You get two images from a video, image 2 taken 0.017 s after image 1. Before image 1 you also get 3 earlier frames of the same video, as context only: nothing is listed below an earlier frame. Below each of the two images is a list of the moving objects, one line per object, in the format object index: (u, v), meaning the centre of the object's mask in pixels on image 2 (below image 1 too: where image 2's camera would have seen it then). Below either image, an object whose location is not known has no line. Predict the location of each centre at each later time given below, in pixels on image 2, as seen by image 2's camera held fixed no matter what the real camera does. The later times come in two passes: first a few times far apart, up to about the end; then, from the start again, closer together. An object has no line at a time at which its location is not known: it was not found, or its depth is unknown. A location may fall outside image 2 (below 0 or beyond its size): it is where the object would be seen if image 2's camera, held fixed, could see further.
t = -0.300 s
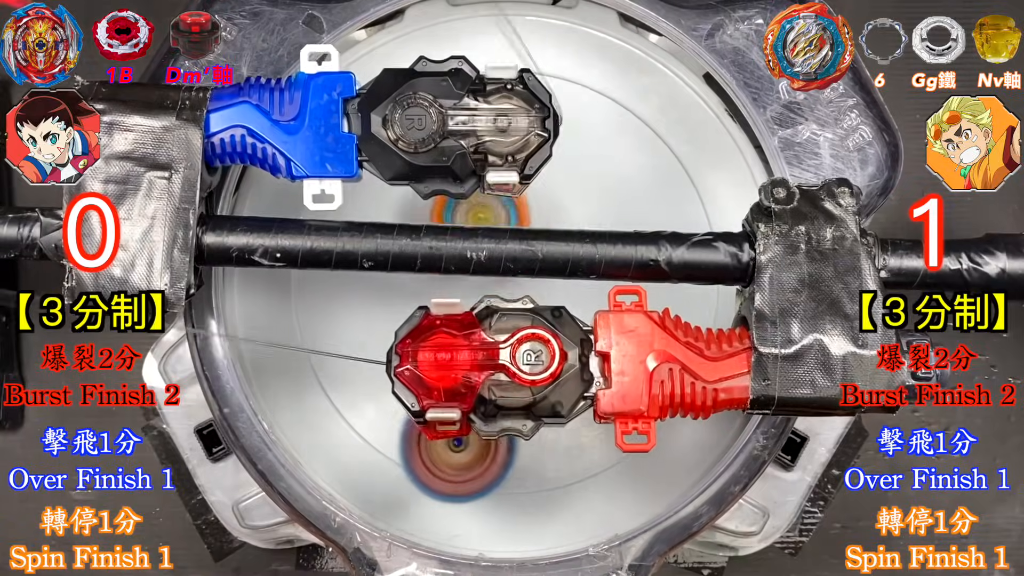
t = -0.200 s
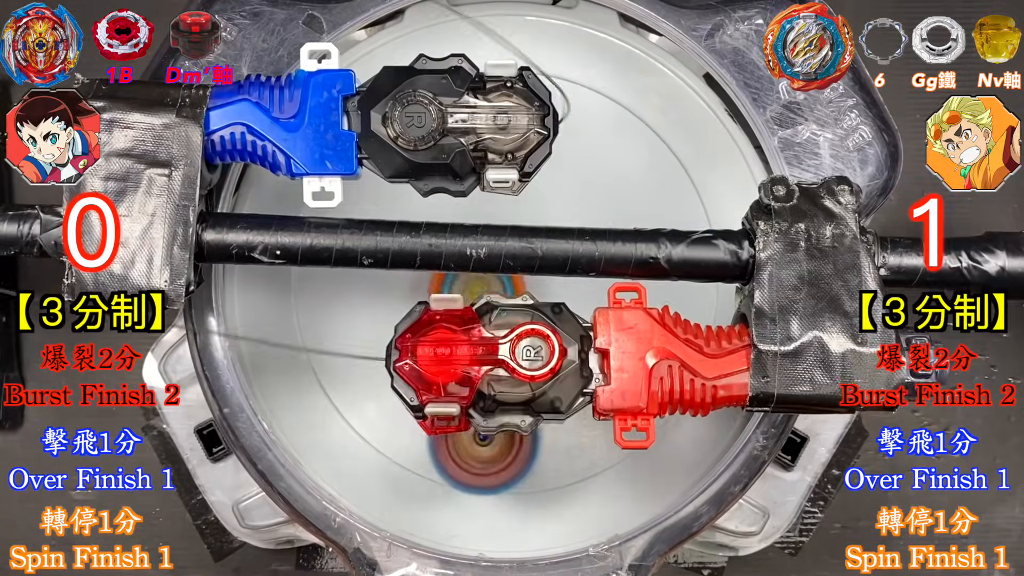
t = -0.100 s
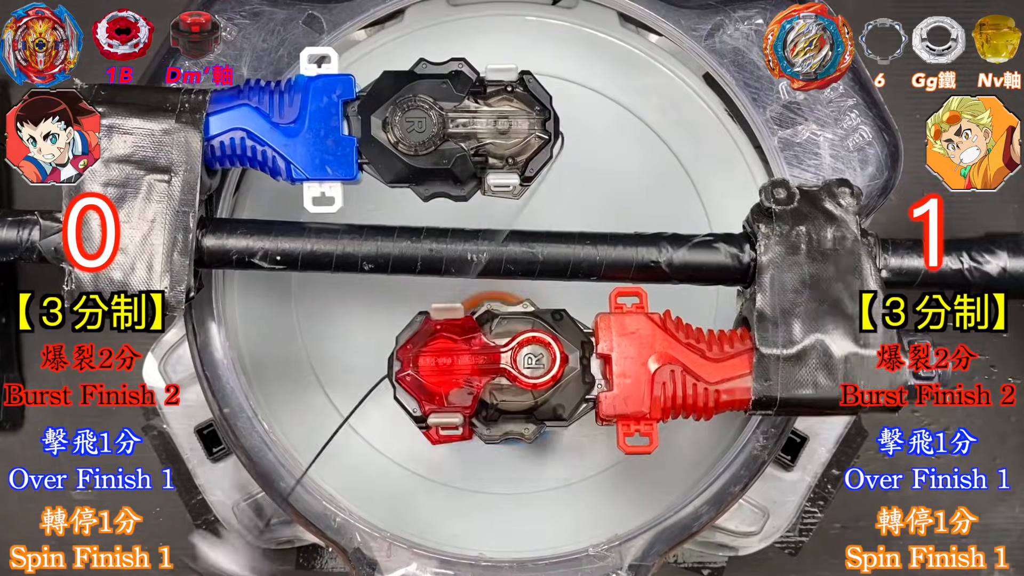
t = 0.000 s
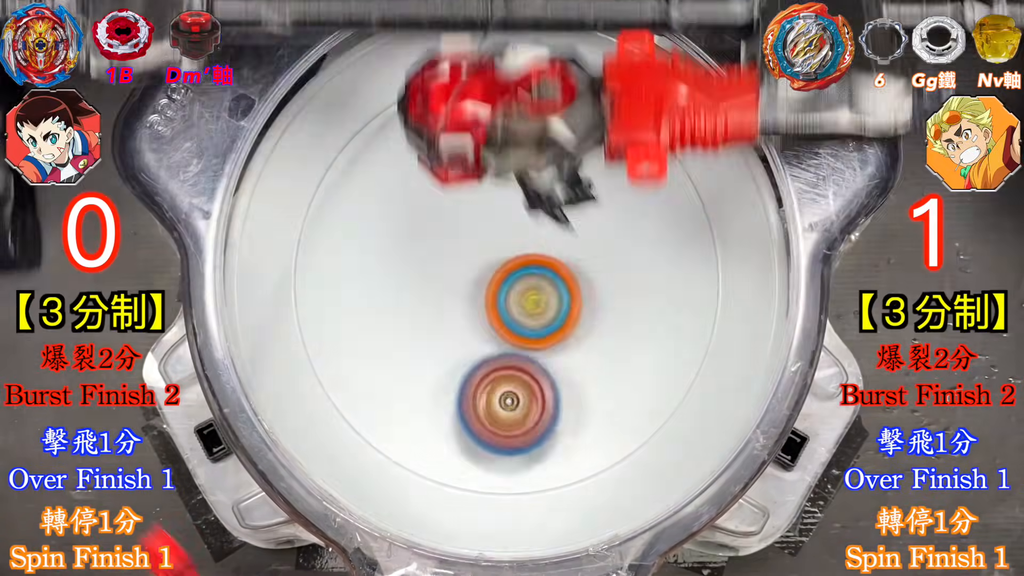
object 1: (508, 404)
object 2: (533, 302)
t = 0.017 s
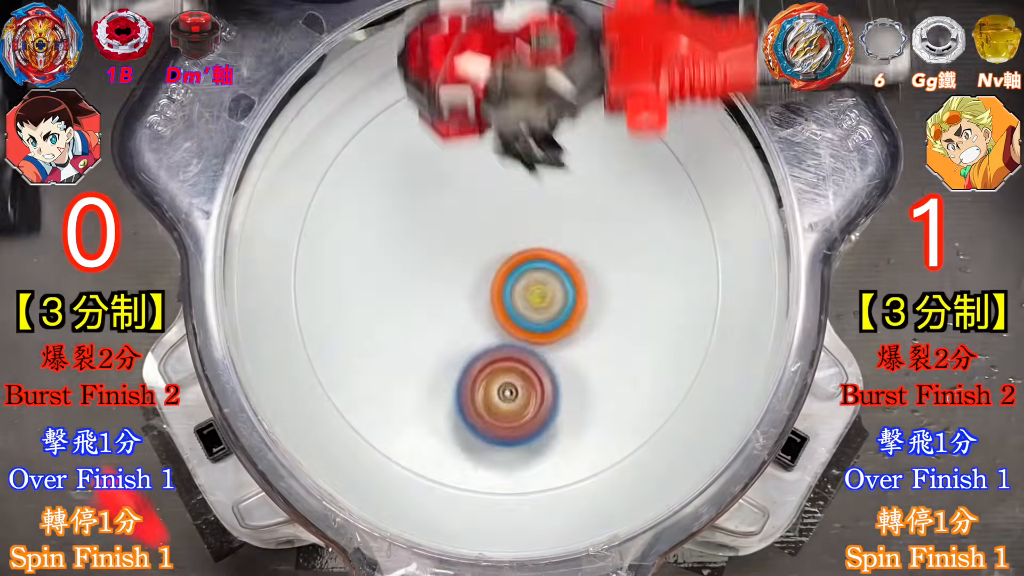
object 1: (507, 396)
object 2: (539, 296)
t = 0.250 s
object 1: (393, 306)
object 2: (574, 204)
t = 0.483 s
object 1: (316, 290)
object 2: (517, 171)
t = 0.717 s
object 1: (402, 354)
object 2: (469, 216)
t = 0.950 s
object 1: (447, 377)
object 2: (497, 258)
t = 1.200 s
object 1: (480, 331)
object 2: (555, 246)
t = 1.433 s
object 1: (354, 289)
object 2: (559, 205)
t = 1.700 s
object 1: (386, 404)
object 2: (523, 212)
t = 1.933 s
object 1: (659, 320)
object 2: (519, 257)
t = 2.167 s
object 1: (633, 73)
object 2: (548, 292)
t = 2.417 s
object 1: (304, 253)
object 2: (586, 293)
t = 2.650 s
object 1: (674, 428)
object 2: (591, 271)
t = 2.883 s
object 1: (601, 135)
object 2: (554, 266)
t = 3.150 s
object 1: (297, 327)
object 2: (526, 388)
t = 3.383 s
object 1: (565, 512)
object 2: (575, 372)
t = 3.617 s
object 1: (687, 212)
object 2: (555, 245)
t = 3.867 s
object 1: (327, 106)
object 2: (461, 268)
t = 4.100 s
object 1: (364, 247)
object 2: (434, 332)
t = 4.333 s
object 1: (590, 183)
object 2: (499, 429)
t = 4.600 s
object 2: (573, 345)
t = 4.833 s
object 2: (492, 318)
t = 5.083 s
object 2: (454, 396)
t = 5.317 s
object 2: (493, 365)
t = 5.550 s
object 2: (482, 299)
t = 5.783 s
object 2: (452, 270)
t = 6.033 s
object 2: (430, 262)
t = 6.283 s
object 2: (438, 265)
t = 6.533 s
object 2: (428, 236)
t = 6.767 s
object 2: (417, 238)
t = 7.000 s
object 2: (441, 253)
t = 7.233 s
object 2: (430, 207)
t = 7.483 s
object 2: (434, 211)
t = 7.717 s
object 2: (487, 225)
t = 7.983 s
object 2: (502, 168)
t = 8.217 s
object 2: (484, 200)
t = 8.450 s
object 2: (542, 231)
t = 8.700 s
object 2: (579, 199)
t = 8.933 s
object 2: (539, 194)
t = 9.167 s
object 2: (546, 252)
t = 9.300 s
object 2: (572, 276)
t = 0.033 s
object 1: (506, 386)
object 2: (543, 290)
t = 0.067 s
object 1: (504, 367)
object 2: (552, 280)
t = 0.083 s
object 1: (501, 358)
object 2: (556, 275)
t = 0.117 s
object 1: (482, 349)
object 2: (568, 258)
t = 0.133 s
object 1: (472, 343)
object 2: (573, 249)
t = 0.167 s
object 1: (450, 331)
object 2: (579, 234)
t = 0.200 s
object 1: (427, 320)
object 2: (579, 220)
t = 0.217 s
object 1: (415, 314)
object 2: (578, 214)
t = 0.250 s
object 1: (393, 306)
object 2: (574, 204)
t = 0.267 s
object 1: (383, 302)
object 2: (572, 199)
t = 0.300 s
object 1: (364, 294)
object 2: (564, 190)
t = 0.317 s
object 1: (356, 290)
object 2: (560, 186)
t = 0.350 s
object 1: (339, 285)
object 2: (552, 181)
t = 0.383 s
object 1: (327, 284)
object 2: (544, 175)
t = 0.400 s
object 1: (323, 284)
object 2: (540, 173)
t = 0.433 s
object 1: (319, 284)
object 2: (531, 172)
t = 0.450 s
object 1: (315, 284)
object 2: (527, 171)
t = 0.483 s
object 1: (316, 290)
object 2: (517, 171)
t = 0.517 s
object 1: (321, 296)
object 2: (507, 174)
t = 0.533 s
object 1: (326, 299)
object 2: (503, 175)
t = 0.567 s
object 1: (333, 307)
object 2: (494, 180)
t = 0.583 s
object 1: (340, 312)
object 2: (490, 183)
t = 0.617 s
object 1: (356, 323)
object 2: (483, 189)
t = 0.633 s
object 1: (363, 326)
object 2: (479, 193)
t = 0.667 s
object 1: (378, 339)
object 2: (474, 202)
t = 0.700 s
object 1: (395, 350)
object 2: (470, 211)
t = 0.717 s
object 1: (402, 354)
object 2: (469, 216)
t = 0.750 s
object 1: (414, 366)
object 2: (467, 224)
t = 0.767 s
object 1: (420, 371)
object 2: (465, 230)
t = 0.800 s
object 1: (429, 374)
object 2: (465, 241)
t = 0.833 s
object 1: (439, 375)
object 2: (467, 250)
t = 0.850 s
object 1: (444, 374)
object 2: (469, 255)
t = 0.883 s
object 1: (451, 366)
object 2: (472, 263)
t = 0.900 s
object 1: (453, 364)
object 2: (475, 266)
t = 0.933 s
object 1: (450, 372)
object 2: (490, 260)
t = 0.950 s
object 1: (447, 377)
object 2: (497, 258)
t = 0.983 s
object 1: (448, 382)
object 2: (508, 254)
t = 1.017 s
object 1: (450, 387)
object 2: (519, 254)
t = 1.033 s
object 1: (454, 387)
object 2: (523, 254)
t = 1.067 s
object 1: (462, 385)
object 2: (527, 254)
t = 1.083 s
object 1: (469, 382)
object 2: (530, 255)
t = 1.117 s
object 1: (479, 368)
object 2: (534, 256)
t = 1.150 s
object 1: (489, 349)
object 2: (538, 256)
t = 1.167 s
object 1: (489, 339)
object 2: (542, 256)
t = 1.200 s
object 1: (480, 331)
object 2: (555, 246)
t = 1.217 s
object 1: (472, 325)
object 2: (560, 240)
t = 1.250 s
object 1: (458, 316)
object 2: (565, 232)
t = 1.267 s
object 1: (447, 310)
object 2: (566, 229)
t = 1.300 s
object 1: (429, 300)
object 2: (567, 222)
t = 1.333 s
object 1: (407, 295)
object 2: (566, 217)
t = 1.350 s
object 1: (398, 290)
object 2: (565, 216)
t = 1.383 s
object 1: (379, 288)
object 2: (562, 211)
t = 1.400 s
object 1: (368, 286)
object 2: (561, 209)
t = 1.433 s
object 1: (354, 289)
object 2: (559, 205)
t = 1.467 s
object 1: (339, 294)
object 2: (554, 203)
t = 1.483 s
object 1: (335, 296)
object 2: (551, 202)
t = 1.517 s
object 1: (329, 307)
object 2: (546, 200)
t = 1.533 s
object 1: (325, 312)
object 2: (544, 200)
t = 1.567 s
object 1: (327, 326)
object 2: (540, 200)
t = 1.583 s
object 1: (328, 335)
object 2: (537, 200)
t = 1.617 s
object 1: (337, 352)
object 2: (532, 203)
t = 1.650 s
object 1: (352, 373)
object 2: (527, 205)
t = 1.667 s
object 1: (361, 385)
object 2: (526, 208)
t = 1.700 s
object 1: (386, 404)
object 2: (523, 212)
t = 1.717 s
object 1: (402, 414)
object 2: (521, 215)
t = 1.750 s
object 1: (438, 423)
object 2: (519, 221)
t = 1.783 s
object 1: (481, 423)
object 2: (517, 227)
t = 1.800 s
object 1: (505, 420)
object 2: (517, 230)
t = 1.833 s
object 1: (548, 406)
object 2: (517, 236)
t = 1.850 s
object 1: (568, 394)
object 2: (516, 240)
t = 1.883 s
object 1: (608, 368)
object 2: (518, 247)
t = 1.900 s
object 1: (627, 355)
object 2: (518, 249)
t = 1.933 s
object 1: (659, 320)
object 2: (519, 257)
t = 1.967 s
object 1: (686, 282)
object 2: (522, 263)
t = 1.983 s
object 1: (697, 261)
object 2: (524, 266)
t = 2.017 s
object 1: (712, 220)
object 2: (527, 272)
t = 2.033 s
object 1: (713, 200)
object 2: (529, 276)
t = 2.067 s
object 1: (704, 164)
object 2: (534, 281)
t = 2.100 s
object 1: (689, 130)
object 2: (538, 285)
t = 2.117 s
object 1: (679, 114)
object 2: (541, 288)
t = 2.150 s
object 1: (652, 83)
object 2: (546, 291)
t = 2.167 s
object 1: (633, 73)
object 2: (548, 292)
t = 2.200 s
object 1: (587, 66)
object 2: (553, 295)
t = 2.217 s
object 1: (564, 62)
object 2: (556, 296)
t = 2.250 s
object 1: (511, 65)
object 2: (562, 297)
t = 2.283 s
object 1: (456, 74)
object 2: (568, 299)
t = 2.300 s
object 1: (430, 83)
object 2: (570, 297)
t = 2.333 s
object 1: (382, 117)
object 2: (575, 298)
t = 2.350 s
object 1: (356, 137)
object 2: (577, 296)
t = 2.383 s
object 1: (321, 189)
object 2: (582, 296)
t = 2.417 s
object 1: (304, 253)
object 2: (586, 293)
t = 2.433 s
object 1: (301, 285)
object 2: (587, 292)
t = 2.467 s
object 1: (316, 354)
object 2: (590, 289)
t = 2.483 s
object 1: (334, 388)
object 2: (592, 288)
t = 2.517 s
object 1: (384, 447)
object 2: (593, 285)
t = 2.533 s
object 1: (414, 467)
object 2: (594, 283)
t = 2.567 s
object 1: (492, 490)
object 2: (594, 279)
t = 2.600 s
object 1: (572, 485)
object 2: (595, 276)
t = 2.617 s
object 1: (609, 471)
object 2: (593, 274)
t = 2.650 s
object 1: (674, 428)
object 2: (591, 271)
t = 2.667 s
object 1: (702, 398)
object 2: (588, 269)
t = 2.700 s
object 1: (738, 334)
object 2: (585, 266)
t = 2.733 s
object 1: (742, 256)
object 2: (580, 265)
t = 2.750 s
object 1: (738, 217)
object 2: (578, 264)
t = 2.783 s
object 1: (717, 142)
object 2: (572, 264)
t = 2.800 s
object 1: (703, 112)
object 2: (570, 263)
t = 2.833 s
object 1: (668, 87)
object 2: (563, 265)
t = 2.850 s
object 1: (650, 97)
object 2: (560, 264)
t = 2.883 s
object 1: (601, 135)
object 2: (554, 266)
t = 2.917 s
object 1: (551, 166)
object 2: (549, 269)
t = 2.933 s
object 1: (527, 173)
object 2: (544, 280)
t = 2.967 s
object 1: (476, 175)
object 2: (536, 304)
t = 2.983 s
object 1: (451, 179)
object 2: (533, 318)
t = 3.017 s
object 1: (400, 194)
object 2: (528, 337)
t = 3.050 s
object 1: (353, 216)
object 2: (526, 357)
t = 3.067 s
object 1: (334, 231)
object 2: (524, 364)
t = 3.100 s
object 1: (299, 267)
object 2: (525, 376)
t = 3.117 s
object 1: (291, 286)
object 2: (524, 382)
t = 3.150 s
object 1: (297, 327)
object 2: (526, 388)
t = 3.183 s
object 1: (312, 370)
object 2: (530, 393)
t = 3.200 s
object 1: (322, 392)
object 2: (531, 394)
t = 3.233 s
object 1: (351, 432)
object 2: (538, 394)
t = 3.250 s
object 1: (370, 452)
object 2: (541, 395)
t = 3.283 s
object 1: (412, 485)
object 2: (548, 391)
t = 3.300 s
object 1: (434, 498)
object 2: (553, 390)
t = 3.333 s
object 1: (486, 511)
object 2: (562, 384)
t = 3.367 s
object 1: (539, 515)
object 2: (570, 376)
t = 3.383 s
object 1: (565, 512)
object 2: (575, 372)
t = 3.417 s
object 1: (611, 497)
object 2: (583, 361)
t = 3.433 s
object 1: (628, 477)
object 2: (587, 356)
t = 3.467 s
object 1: (651, 421)
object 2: (591, 343)
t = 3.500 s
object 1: (677, 382)
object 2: (589, 317)
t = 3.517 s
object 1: (686, 360)
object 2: (585, 304)
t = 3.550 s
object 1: (699, 315)
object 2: (577, 280)
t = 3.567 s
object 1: (700, 290)
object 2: (573, 270)
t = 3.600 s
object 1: (694, 238)
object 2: (561, 253)
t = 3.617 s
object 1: (687, 212)
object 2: (555, 245)
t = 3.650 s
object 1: (662, 159)
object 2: (541, 236)
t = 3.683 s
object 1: (628, 111)
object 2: (527, 233)
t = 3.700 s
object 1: (608, 89)
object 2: (518, 233)
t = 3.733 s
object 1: (552, 69)
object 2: (503, 236)
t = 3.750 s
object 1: (523, 63)
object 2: (496, 239)
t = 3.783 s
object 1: (461, 69)
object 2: (484, 246)
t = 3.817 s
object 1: (400, 77)
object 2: (474, 254)
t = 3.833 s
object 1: (373, 84)
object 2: (470, 259)
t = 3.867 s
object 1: (327, 106)
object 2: (461, 268)
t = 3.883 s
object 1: (308, 121)
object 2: (457, 272)
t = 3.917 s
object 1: (270, 153)
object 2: (452, 280)
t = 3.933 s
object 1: (268, 179)
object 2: (449, 286)
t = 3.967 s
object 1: (254, 212)
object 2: (445, 296)
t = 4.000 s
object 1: (269, 211)
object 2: (441, 306)
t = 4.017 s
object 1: (279, 211)
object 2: (441, 311)
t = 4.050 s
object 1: (308, 221)
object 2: (437, 319)
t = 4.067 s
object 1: (326, 228)
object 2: (435, 323)
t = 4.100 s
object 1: (364, 247)
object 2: (434, 332)
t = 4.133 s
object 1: (400, 249)
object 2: (438, 353)
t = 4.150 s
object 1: (418, 246)
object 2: (440, 364)
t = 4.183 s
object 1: (454, 240)
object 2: (445, 386)
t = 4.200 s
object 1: (472, 235)
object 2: (449, 395)
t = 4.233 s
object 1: (505, 224)
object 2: (457, 410)
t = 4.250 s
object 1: (520, 219)
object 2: (462, 416)
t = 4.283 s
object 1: (551, 207)
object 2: (474, 423)
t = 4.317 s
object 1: (578, 191)
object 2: (490, 428)
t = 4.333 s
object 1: (590, 183)
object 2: (499, 429)
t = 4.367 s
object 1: (612, 165)
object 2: (515, 427)
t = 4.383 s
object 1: (619, 155)
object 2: (522, 426)
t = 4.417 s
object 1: (631, 138)
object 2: (536, 420)
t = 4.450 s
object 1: (640, 121)
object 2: (548, 411)
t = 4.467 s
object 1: (641, 116)
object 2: (554, 405)
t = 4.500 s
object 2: (563, 393)
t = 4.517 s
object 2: (567, 386)
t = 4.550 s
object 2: (571, 371)
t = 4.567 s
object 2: (573, 362)
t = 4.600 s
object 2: (573, 345)
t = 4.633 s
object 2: (570, 328)
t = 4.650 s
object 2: (568, 320)
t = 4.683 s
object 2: (561, 306)
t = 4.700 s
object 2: (556, 299)
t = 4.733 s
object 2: (546, 288)
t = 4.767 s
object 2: (534, 278)
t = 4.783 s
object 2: (526, 277)
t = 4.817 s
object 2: (504, 303)
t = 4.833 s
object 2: (492, 318)
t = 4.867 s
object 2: (475, 340)
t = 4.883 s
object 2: (466, 349)
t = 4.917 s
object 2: (453, 365)
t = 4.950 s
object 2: (445, 377)
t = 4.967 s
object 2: (443, 382)
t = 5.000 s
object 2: (443, 389)
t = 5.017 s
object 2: (444, 391)
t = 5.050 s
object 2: (448, 395)
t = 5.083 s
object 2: (454, 396)
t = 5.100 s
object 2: (456, 395)
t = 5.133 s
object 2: (462, 395)
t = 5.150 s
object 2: (467, 394)
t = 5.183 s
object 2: (472, 390)
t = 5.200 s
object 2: (475, 389)
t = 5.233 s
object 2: (482, 383)
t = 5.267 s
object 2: (486, 377)
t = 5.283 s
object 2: (489, 374)
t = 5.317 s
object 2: (493, 365)
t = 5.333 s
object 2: (494, 361)
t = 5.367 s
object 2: (497, 352)
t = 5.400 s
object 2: (497, 341)
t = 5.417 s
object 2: (496, 337)
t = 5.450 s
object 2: (495, 326)
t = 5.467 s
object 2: (493, 321)
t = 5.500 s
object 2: (489, 312)
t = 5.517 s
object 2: (487, 307)
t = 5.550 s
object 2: (482, 299)
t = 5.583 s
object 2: (479, 294)
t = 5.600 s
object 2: (476, 291)
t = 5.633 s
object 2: (471, 287)
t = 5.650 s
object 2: (469, 284)
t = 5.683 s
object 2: (464, 280)
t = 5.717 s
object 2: (462, 276)
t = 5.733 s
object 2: (458, 274)
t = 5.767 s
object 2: (455, 272)
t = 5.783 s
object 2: (452, 270)
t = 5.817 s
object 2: (448, 268)
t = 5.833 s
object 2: (446, 267)
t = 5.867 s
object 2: (442, 265)
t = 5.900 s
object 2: (440, 263)
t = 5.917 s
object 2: (437, 263)
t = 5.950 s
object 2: (435, 263)
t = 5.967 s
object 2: (433, 263)
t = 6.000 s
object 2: (431, 264)
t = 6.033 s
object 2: (430, 262)
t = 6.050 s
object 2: (429, 264)
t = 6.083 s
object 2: (430, 264)
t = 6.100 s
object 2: (429, 265)
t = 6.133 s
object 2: (431, 265)
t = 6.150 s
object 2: (431, 267)
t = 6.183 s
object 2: (433, 267)
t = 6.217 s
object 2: (433, 268)
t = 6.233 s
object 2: (435, 267)
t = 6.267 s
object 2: (435, 266)
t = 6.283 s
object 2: (438, 265)
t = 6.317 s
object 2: (437, 264)
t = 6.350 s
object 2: (438, 261)
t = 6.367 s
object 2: (437, 260)
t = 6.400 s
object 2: (437, 257)
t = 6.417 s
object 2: (437, 257)
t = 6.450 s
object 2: (437, 254)
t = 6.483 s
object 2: (435, 245)
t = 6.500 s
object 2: (432, 242)
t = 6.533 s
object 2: (428, 236)
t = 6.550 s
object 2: (426, 235)
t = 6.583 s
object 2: (424, 234)
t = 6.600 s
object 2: (422, 234)
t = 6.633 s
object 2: (419, 234)
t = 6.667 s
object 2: (418, 234)
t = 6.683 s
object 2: (416, 234)
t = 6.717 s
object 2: (416, 236)
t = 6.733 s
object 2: (416, 236)
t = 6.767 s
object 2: (417, 238)
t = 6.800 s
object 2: (419, 239)
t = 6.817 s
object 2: (419, 241)
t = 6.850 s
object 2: (421, 243)
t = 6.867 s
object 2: (423, 245)
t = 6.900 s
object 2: (426, 247)
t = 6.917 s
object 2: (429, 249)
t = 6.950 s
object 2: (433, 251)
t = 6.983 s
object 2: (438, 253)
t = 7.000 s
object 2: (441, 253)
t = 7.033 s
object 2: (445, 251)
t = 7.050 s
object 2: (440, 245)
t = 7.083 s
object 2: (432, 229)
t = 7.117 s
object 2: (427, 219)
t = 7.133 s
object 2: (426, 214)
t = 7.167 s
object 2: (427, 209)
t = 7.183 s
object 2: (426, 207)
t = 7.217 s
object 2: (429, 205)
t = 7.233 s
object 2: (430, 207)
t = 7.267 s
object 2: (432, 209)
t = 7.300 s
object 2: (438, 214)
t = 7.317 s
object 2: (439, 216)
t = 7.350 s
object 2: (440, 216)
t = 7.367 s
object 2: (439, 215)
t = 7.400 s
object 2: (433, 211)
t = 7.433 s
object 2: (433, 209)
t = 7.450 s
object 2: (432, 210)
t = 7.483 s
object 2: (434, 211)
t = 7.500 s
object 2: (436, 212)
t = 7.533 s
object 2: (440, 217)
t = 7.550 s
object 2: (443, 219)
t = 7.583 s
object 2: (451, 222)
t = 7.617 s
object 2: (458, 226)
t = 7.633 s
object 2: (462, 227)
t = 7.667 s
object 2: (472, 228)
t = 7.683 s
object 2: (476, 228)
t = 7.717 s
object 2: (487, 225)
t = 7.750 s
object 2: (498, 224)
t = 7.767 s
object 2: (502, 222)
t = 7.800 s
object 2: (510, 216)
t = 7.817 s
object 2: (512, 210)
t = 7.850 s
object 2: (508, 197)
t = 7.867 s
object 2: (507, 192)
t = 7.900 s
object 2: (507, 183)
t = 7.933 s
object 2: (505, 177)
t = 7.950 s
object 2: (504, 173)
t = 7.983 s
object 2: (502, 168)
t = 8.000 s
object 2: (501, 166)
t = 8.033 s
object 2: (497, 166)
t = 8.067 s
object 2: (493, 167)
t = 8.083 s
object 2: (492, 169)
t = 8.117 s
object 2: (488, 175)
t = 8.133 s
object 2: (486, 179)
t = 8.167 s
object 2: (484, 186)
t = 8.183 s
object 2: (484, 191)
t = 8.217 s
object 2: (484, 200)
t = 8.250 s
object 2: (488, 209)
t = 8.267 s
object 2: (491, 214)
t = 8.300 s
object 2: (497, 223)
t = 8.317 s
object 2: (501, 226)
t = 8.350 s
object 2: (510, 232)
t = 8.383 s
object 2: (521, 235)
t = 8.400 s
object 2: (525, 234)
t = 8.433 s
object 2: (537, 232)
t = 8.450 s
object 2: (542, 231)
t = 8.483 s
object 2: (552, 229)
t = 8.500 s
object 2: (556, 228)
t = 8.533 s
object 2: (563, 224)
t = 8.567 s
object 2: (570, 219)
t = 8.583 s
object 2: (573, 217)
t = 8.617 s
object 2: (576, 212)
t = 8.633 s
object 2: (578, 209)
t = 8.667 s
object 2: (579, 203)
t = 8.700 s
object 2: (579, 199)
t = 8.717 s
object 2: (577, 198)
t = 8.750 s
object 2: (572, 193)
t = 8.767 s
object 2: (569, 192)
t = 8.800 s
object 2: (563, 189)
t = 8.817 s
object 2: (561, 189)
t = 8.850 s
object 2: (554, 188)
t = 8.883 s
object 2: (547, 190)
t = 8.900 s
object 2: (544, 191)
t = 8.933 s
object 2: (539, 194)
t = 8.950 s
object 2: (536, 197)
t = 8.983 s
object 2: (531, 203)
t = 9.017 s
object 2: (527, 210)
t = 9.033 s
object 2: (528, 214)
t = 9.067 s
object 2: (529, 225)
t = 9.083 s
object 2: (531, 230)
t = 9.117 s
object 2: (536, 240)
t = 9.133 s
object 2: (539, 244)
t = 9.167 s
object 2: (546, 252)
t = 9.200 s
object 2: (551, 260)
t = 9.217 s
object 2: (554, 264)
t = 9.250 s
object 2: (561, 269)
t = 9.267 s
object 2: (565, 272)
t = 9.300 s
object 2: (572, 276)
